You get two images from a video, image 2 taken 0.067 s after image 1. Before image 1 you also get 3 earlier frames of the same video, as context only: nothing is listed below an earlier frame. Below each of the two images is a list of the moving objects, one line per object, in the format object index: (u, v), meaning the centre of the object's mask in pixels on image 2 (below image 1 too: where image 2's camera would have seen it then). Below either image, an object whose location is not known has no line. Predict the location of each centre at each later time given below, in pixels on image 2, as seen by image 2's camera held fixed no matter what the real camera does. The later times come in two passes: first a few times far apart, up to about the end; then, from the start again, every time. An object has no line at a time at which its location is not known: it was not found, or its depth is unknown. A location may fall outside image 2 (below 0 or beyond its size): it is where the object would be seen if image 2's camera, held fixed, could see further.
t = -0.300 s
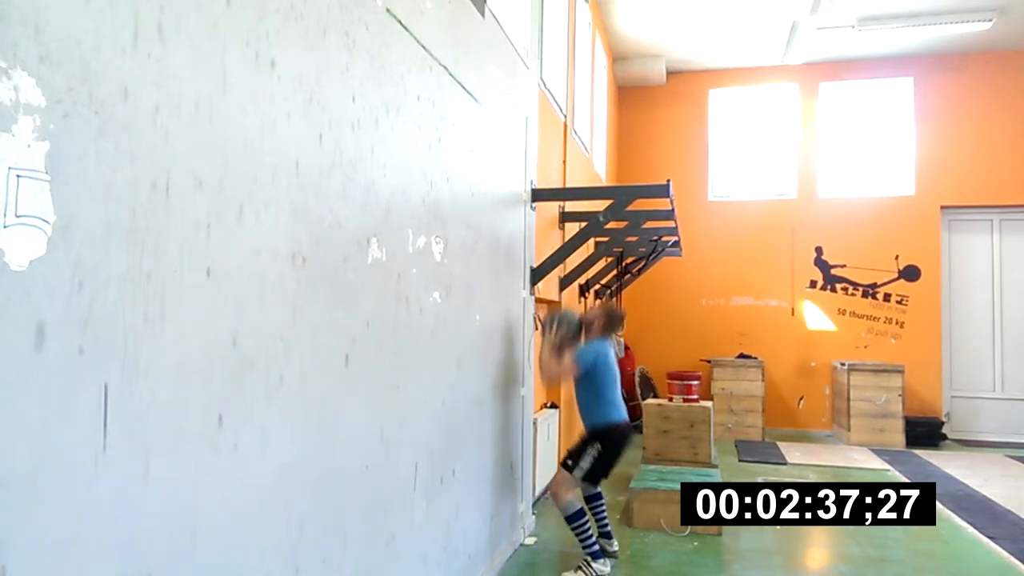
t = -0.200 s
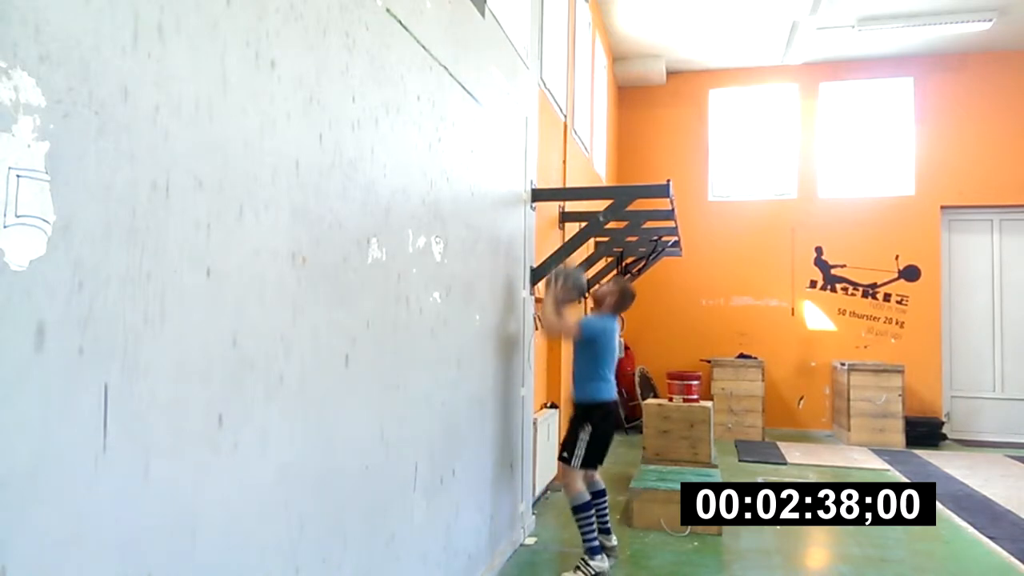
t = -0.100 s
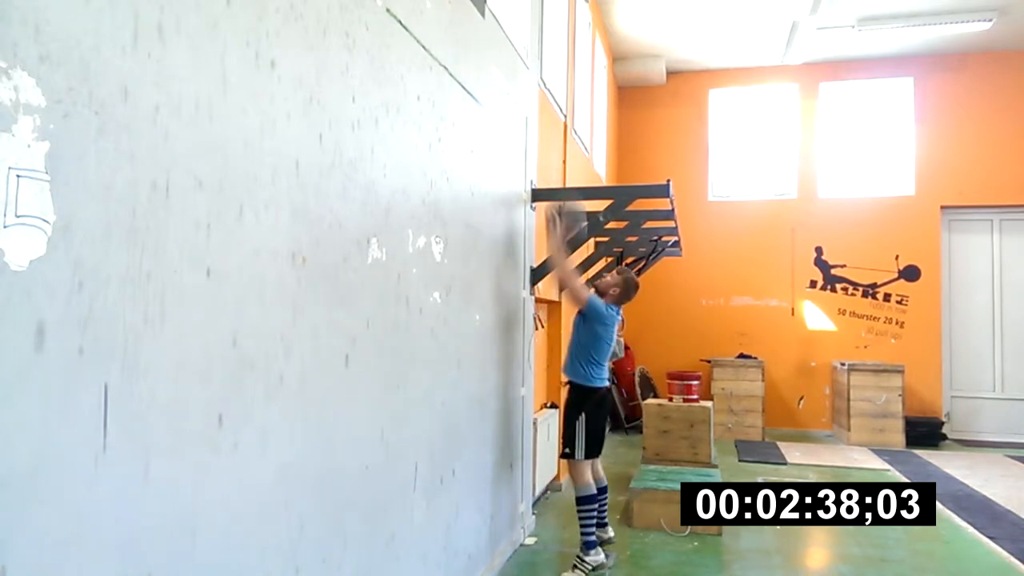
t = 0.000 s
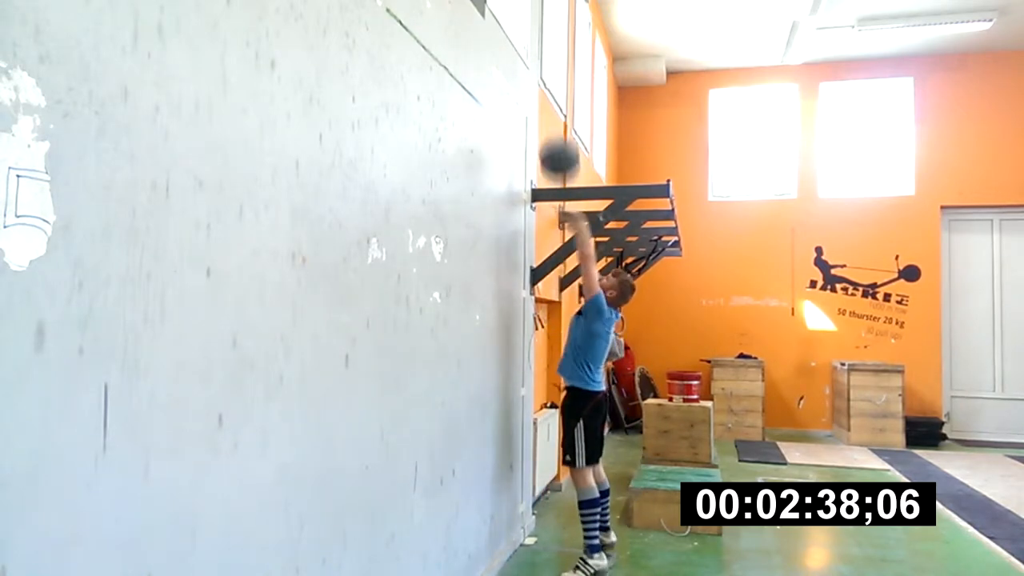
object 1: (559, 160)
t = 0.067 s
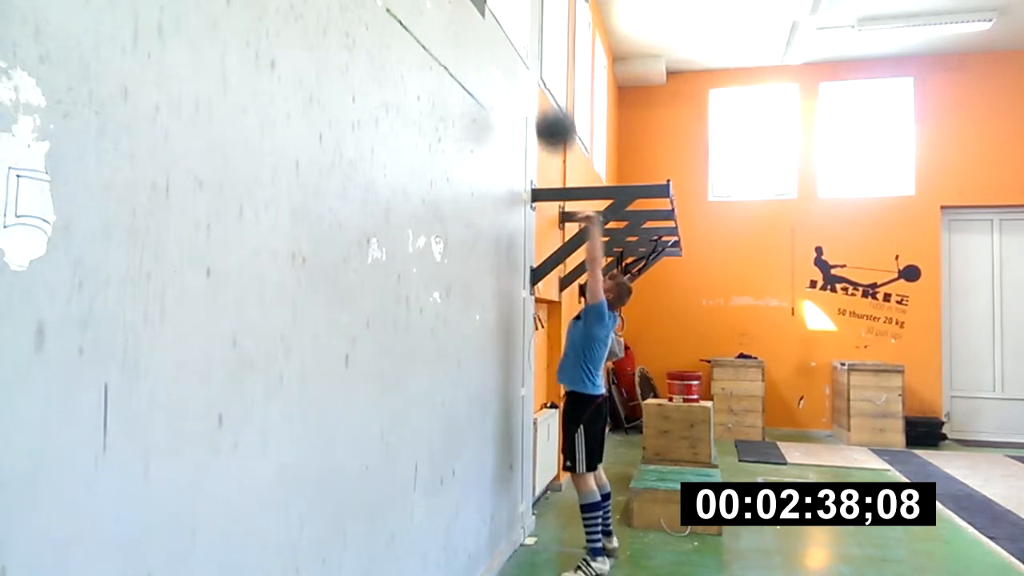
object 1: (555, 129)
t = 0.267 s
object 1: (542, 75)
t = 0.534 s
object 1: (540, 93)
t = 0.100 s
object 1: (553, 115)
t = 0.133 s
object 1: (551, 104)
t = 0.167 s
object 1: (548, 92)
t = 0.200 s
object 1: (546, 85)
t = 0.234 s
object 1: (544, 79)
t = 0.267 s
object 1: (542, 75)
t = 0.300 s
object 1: (540, 72)
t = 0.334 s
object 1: (538, 71)
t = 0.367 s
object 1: (535, 72)
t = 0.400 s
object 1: (533, 74)
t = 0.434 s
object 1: (534, 77)
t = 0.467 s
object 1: (537, 81)
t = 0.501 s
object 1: (538, 86)
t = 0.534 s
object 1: (540, 93)
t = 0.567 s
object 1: (541, 102)
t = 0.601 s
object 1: (543, 116)
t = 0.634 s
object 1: (544, 128)
